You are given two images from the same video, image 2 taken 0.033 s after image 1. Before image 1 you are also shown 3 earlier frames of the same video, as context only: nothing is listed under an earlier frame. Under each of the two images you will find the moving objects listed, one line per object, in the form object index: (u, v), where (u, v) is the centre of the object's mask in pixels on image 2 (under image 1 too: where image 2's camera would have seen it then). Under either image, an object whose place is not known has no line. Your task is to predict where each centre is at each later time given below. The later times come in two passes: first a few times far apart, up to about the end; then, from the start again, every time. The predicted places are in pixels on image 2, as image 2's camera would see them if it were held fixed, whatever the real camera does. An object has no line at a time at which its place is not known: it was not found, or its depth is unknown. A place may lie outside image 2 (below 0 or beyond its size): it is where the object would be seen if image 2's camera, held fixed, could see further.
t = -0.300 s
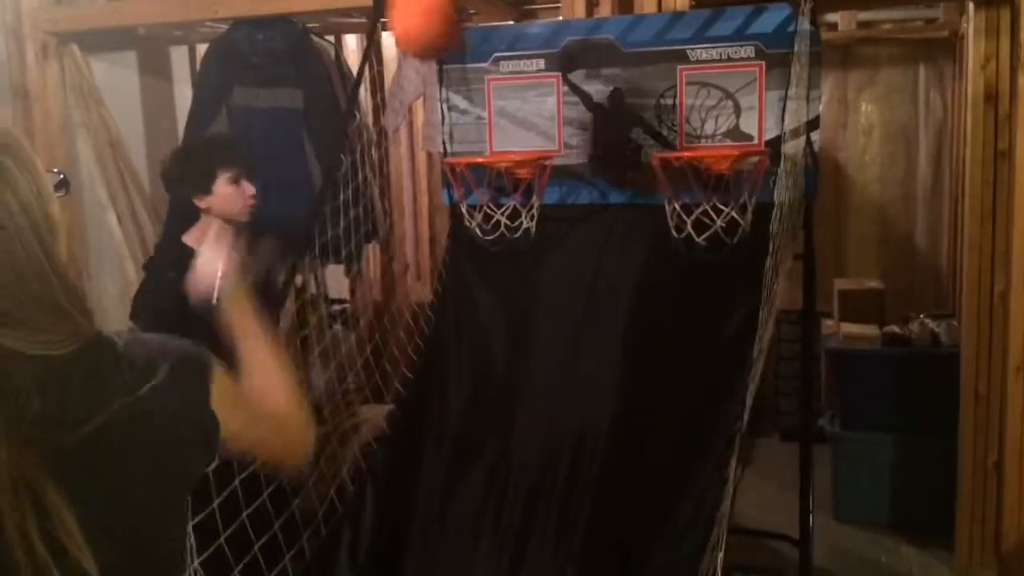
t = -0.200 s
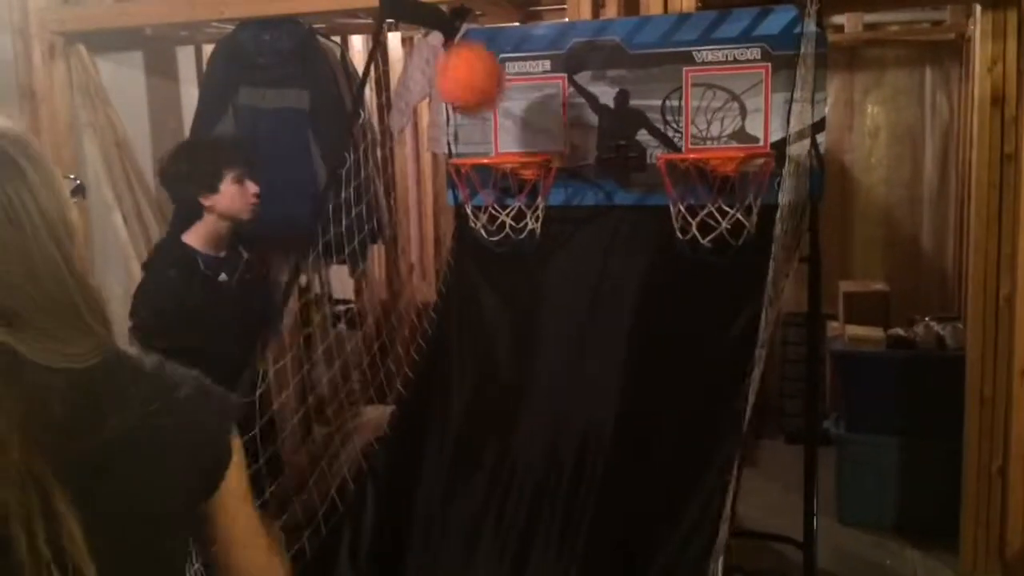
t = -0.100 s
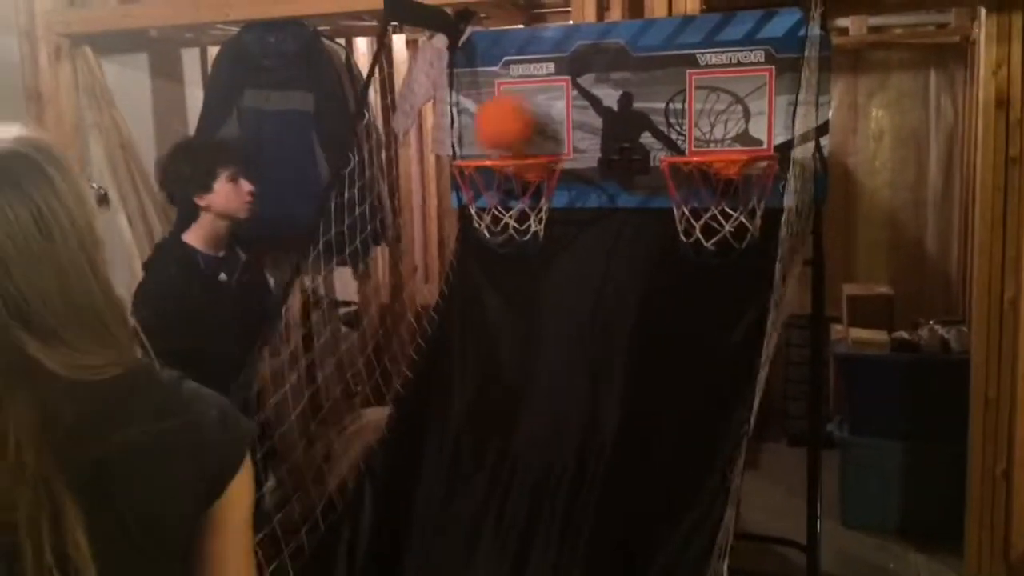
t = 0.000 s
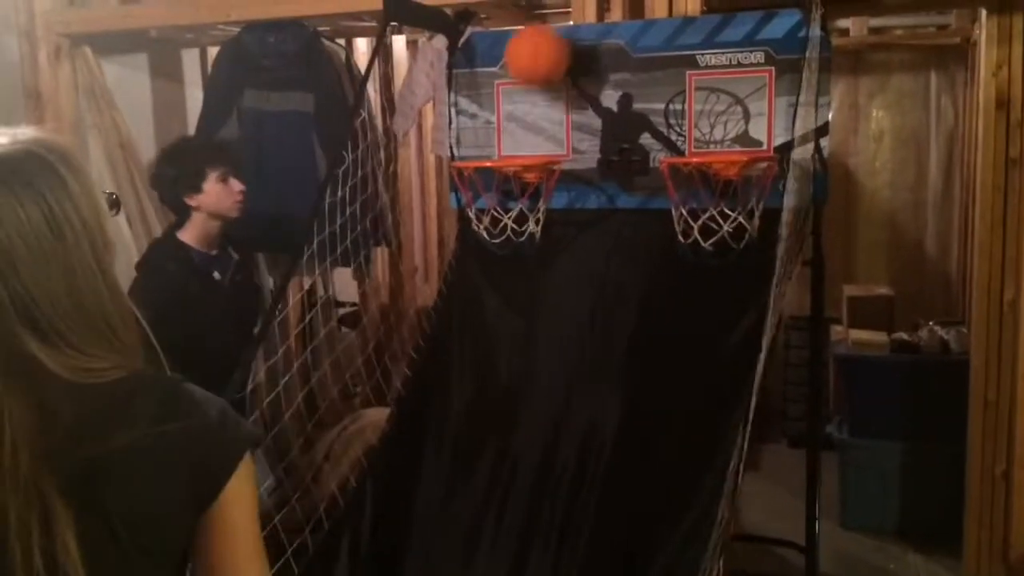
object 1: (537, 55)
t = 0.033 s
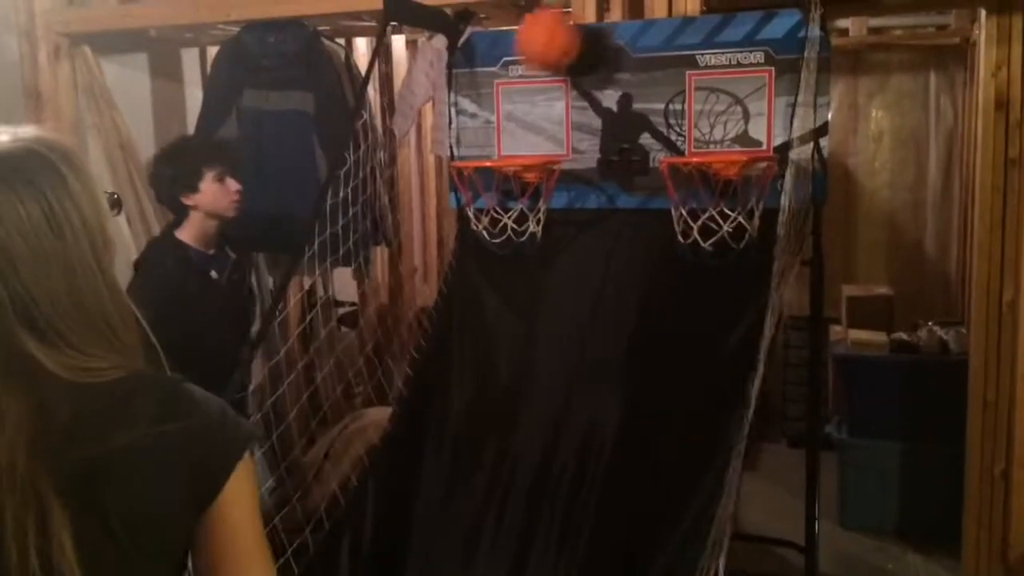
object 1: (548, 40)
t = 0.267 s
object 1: (638, 38)
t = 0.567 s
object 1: (747, 307)
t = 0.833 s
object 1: (723, 377)
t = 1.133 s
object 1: (632, 531)
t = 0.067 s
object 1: (559, 27)
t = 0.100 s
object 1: (572, 23)
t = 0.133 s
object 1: (585, 21)
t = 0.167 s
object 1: (598, 21)
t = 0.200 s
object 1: (610, 23)
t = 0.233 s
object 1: (625, 28)
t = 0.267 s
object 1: (638, 38)
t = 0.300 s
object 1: (653, 57)
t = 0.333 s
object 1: (667, 77)
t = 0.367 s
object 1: (681, 104)
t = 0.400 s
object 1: (696, 132)
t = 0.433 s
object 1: (708, 176)
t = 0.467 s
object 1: (721, 209)
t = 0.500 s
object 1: (738, 248)
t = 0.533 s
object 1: (741, 282)
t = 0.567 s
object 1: (747, 307)
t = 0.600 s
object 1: (750, 319)
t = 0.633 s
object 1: (751, 325)
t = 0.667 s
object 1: (754, 331)
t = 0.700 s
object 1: (748, 334)
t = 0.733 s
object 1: (740, 341)
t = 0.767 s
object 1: (731, 351)
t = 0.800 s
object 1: (728, 364)
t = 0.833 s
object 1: (723, 377)
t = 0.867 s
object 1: (715, 390)
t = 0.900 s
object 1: (708, 404)
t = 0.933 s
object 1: (700, 419)
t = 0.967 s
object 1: (690, 437)
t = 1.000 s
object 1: (679, 455)
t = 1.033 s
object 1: (667, 472)
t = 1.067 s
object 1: (657, 490)
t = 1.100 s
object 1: (645, 510)
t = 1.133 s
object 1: (632, 531)
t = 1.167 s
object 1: (619, 554)
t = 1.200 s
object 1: (604, 574)
